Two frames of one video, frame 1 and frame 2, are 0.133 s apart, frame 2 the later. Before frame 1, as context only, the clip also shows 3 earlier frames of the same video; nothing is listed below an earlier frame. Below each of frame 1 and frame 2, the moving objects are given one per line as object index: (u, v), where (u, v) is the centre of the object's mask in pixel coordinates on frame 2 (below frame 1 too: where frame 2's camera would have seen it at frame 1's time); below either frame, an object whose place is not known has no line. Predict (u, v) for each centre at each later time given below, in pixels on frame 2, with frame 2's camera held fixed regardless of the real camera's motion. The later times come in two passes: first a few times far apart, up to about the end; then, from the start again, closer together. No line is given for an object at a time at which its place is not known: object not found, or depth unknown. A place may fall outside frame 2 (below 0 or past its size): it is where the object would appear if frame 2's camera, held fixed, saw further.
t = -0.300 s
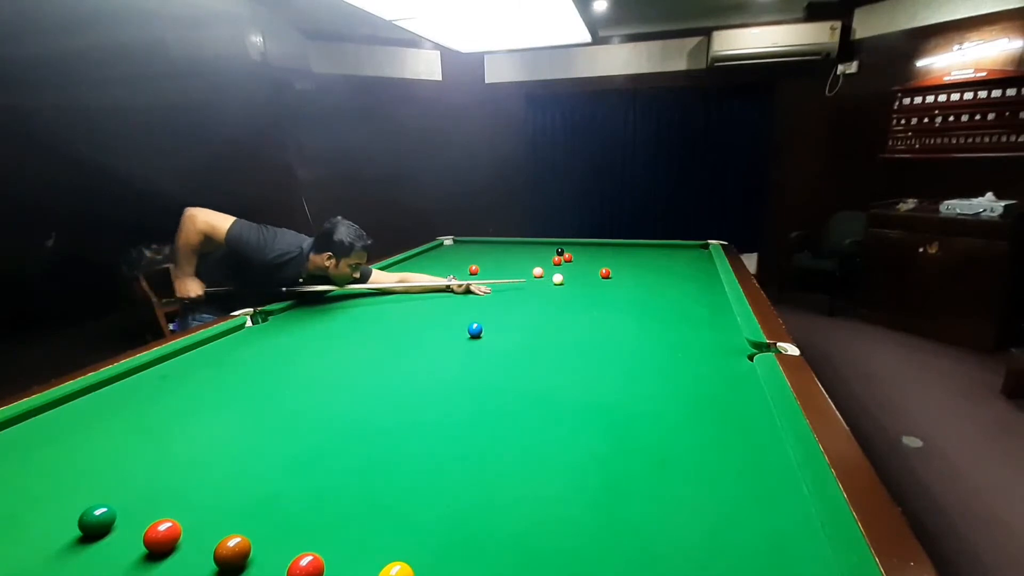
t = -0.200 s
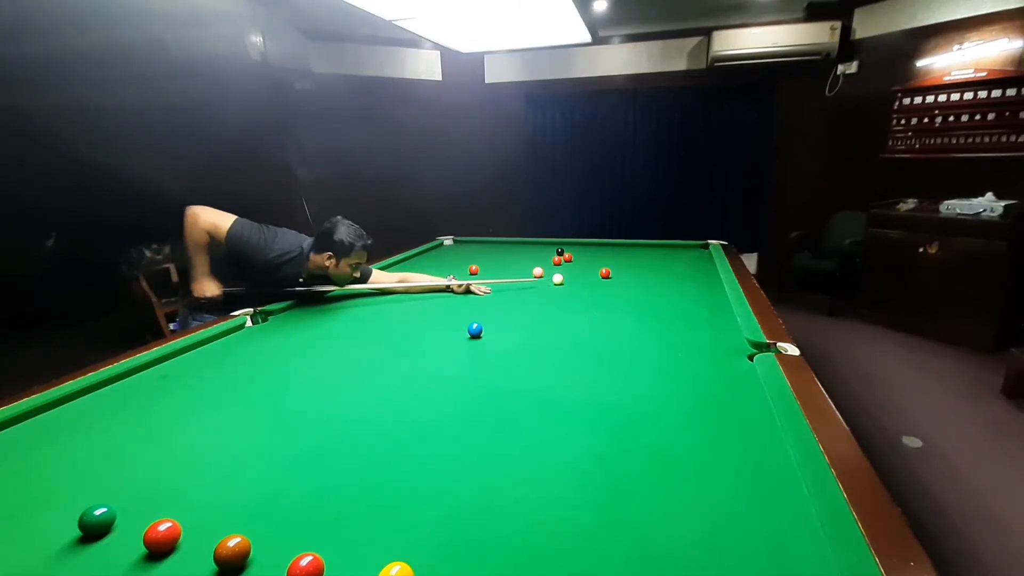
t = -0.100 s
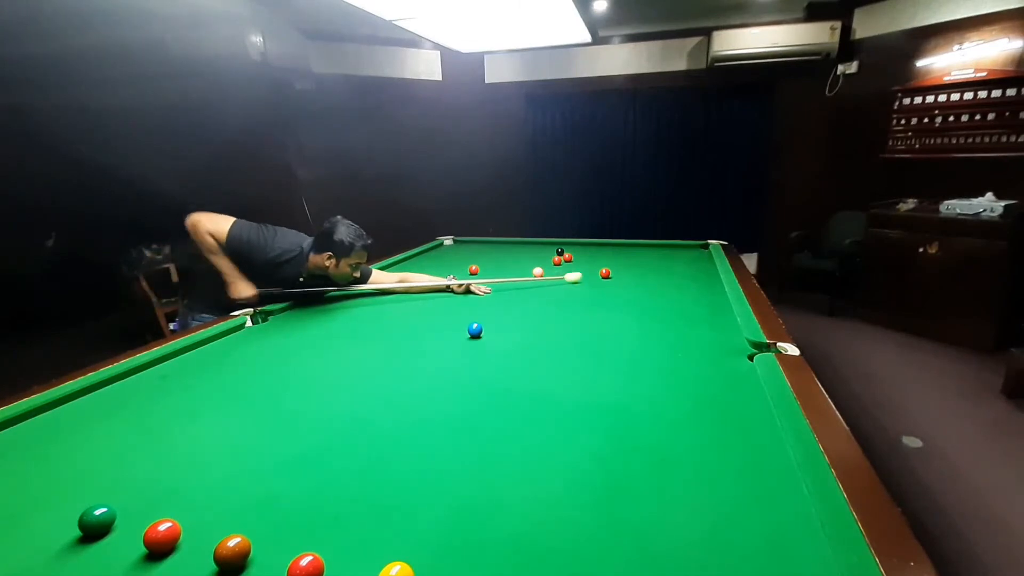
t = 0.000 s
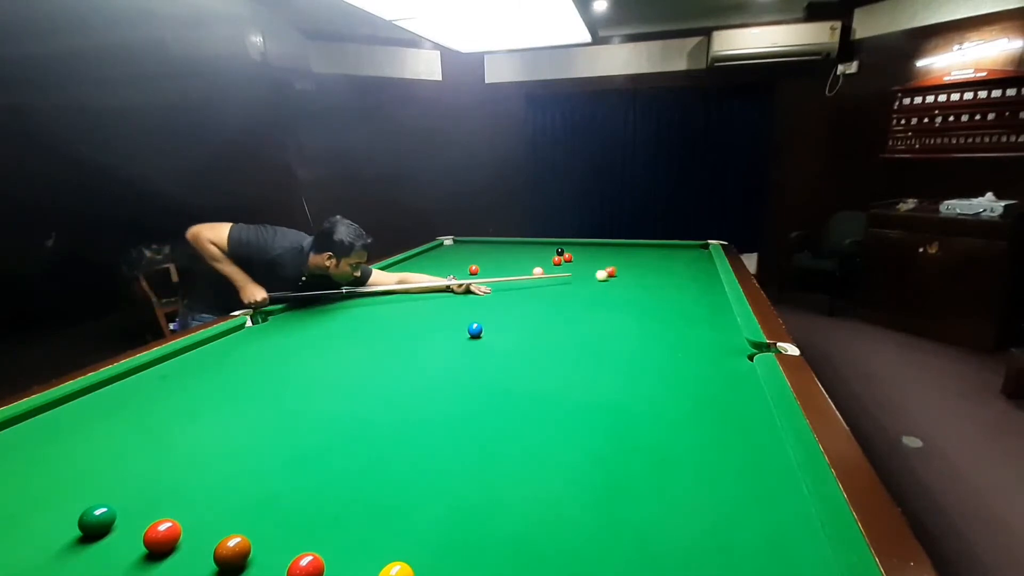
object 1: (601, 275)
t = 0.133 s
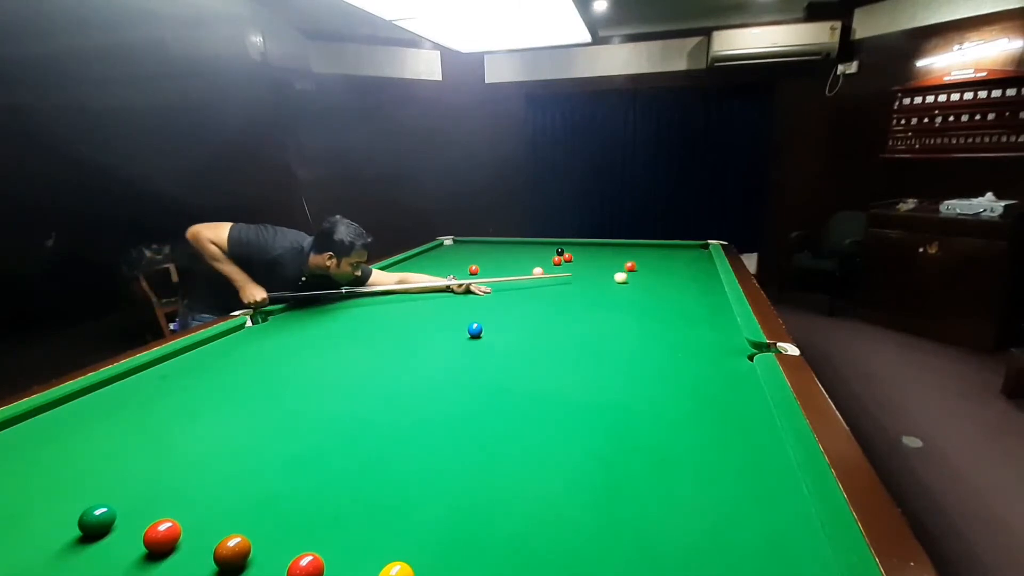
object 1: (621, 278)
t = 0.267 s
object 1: (642, 279)
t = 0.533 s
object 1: (687, 282)
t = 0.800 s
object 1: (707, 284)
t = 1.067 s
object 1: (676, 284)
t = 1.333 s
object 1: (648, 285)
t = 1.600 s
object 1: (622, 285)
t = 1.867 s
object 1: (598, 285)
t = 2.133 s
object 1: (575, 285)
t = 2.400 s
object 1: (555, 285)
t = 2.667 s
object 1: (536, 286)
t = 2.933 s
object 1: (519, 286)
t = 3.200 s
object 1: (504, 286)
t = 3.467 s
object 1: (491, 286)
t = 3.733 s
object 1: (479, 286)
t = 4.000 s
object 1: (470, 286)
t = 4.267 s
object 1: (462, 286)
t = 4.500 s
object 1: (457, 286)
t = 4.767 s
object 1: (452, 286)
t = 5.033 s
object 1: (449, 286)
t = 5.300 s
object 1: (448, 286)
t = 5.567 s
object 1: (448, 286)
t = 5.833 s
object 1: (448, 286)
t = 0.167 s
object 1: (626, 278)
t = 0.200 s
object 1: (631, 278)
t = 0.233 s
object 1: (637, 279)
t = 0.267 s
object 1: (642, 279)
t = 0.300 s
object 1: (648, 279)
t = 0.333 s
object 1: (653, 280)
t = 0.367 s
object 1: (659, 280)
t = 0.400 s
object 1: (664, 280)
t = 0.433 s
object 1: (670, 281)
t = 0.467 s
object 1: (675, 281)
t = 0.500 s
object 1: (681, 282)
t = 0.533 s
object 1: (687, 282)
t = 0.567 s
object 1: (692, 282)
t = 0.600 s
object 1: (698, 283)
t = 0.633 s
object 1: (703, 283)
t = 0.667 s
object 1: (709, 283)
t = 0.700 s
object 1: (715, 284)
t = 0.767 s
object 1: (710, 284)
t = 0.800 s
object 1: (707, 284)
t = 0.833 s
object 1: (703, 284)
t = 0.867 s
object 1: (699, 284)
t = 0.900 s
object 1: (695, 284)
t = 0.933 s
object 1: (691, 284)
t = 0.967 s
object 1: (687, 284)
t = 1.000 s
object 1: (683, 284)
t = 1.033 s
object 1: (680, 284)
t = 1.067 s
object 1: (676, 284)
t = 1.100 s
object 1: (672, 284)
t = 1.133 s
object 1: (669, 284)
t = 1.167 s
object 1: (665, 284)
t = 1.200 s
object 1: (662, 284)
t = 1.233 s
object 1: (658, 285)
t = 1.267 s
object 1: (655, 285)
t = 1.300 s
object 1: (651, 284)
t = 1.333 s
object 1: (648, 285)
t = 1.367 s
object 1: (644, 285)
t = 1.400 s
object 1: (641, 285)
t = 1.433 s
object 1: (638, 285)
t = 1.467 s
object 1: (635, 285)
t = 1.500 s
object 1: (632, 285)
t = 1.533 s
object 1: (628, 285)
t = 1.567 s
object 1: (625, 285)
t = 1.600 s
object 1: (622, 285)
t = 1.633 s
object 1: (618, 285)
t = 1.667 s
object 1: (615, 285)
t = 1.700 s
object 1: (612, 285)
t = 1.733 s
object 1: (609, 285)
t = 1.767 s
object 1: (606, 285)
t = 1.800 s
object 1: (603, 285)
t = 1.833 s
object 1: (600, 285)
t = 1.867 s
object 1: (598, 285)
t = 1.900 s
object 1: (595, 285)
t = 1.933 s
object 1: (592, 285)
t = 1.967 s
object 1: (589, 285)
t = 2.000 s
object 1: (586, 285)
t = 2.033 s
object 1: (583, 285)
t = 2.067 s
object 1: (581, 285)
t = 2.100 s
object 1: (578, 285)
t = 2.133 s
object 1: (575, 285)
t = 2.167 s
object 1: (572, 285)
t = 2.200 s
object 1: (570, 285)
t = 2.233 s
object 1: (567, 285)
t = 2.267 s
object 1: (564, 285)
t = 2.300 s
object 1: (562, 285)
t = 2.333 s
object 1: (560, 285)
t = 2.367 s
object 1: (557, 285)
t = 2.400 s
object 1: (555, 285)
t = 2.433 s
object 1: (552, 285)
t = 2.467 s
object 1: (550, 286)
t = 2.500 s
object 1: (547, 286)
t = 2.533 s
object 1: (545, 286)
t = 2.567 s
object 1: (543, 286)
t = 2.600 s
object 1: (541, 286)
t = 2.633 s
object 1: (538, 286)
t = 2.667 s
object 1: (536, 286)
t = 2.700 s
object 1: (534, 286)
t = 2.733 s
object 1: (532, 286)
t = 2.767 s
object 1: (529, 286)
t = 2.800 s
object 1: (527, 286)
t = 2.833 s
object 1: (525, 286)
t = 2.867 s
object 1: (523, 286)
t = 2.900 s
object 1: (521, 286)
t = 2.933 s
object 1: (519, 286)
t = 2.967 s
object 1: (517, 286)
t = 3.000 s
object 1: (515, 286)
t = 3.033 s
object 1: (513, 286)
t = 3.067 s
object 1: (511, 286)
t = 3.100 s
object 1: (509, 286)
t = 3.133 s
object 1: (507, 286)
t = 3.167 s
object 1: (506, 286)
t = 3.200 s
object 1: (504, 286)
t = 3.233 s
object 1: (502, 286)
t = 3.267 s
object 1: (500, 286)
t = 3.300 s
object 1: (499, 286)
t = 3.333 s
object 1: (497, 286)
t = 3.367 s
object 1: (495, 286)
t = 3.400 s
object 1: (494, 286)
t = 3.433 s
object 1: (492, 286)
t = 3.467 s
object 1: (491, 286)
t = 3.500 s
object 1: (489, 286)
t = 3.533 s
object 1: (488, 286)
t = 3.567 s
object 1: (486, 286)
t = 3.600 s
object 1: (485, 286)
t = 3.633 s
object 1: (483, 286)
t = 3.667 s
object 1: (482, 286)
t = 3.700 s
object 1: (481, 286)
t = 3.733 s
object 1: (479, 286)
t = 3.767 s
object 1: (478, 286)
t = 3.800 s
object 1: (477, 286)
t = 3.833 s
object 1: (476, 286)
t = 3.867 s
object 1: (474, 286)
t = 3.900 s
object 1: (473, 286)
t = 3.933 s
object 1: (472, 286)
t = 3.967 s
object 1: (471, 286)
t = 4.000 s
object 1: (470, 286)
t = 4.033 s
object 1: (469, 286)
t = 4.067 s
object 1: (468, 286)
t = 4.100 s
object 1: (467, 286)
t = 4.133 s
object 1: (466, 286)
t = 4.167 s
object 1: (465, 286)
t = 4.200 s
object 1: (464, 286)
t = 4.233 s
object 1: (463, 286)
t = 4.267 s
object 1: (462, 286)
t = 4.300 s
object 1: (461, 286)
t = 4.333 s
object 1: (460, 286)
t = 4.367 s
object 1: (460, 286)
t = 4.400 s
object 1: (459, 286)
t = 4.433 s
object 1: (458, 286)
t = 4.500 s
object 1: (457, 286)
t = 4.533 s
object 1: (456, 286)
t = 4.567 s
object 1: (456, 286)
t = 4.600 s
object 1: (455, 286)
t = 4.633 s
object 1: (454, 286)
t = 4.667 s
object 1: (454, 286)
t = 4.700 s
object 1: (453, 286)
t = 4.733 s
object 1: (453, 286)
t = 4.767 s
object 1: (452, 286)
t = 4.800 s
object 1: (452, 286)
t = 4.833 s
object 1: (451, 286)
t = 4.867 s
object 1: (451, 286)
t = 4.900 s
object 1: (450, 286)
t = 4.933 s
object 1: (450, 286)
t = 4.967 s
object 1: (450, 286)
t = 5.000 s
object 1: (449, 286)
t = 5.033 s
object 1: (449, 286)
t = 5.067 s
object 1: (449, 286)
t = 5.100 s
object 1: (449, 286)
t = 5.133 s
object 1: (448, 286)
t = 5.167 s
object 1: (448, 286)
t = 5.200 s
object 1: (448, 286)
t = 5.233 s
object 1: (448, 286)
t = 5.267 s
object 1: (448, 286)
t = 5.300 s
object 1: (448, 286)
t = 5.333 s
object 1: (448, 286)
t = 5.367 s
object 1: (448, 286)
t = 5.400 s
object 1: (448, 286)
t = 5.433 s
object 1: (448, 286)
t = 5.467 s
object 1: (448, 286)
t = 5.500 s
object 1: (448, 286)
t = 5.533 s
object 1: (448, 286)
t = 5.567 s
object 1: (448, 286)
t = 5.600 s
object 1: (448, 286)
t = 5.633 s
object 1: (448, 286)
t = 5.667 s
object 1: (448, 286)
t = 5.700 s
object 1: (448, 286)
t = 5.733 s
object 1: (448, 286)
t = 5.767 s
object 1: (448, 286)
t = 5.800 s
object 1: (448, 286)
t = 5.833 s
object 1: (448, 286)
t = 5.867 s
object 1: (448, 286)
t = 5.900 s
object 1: (448, 286)
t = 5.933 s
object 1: (448, 286)
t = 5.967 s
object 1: (448, 286)
